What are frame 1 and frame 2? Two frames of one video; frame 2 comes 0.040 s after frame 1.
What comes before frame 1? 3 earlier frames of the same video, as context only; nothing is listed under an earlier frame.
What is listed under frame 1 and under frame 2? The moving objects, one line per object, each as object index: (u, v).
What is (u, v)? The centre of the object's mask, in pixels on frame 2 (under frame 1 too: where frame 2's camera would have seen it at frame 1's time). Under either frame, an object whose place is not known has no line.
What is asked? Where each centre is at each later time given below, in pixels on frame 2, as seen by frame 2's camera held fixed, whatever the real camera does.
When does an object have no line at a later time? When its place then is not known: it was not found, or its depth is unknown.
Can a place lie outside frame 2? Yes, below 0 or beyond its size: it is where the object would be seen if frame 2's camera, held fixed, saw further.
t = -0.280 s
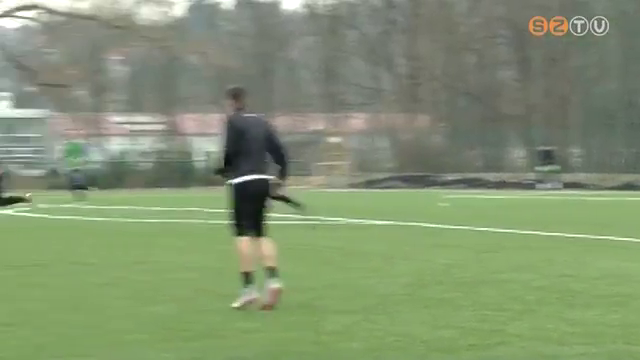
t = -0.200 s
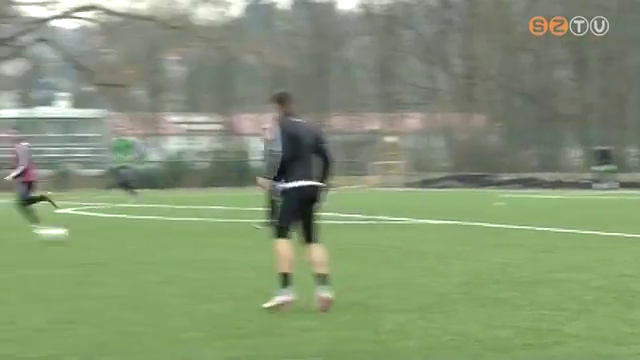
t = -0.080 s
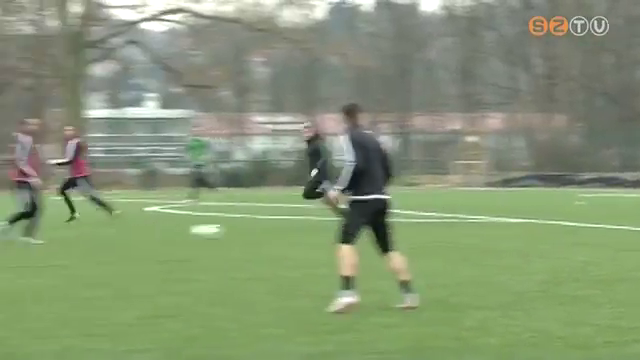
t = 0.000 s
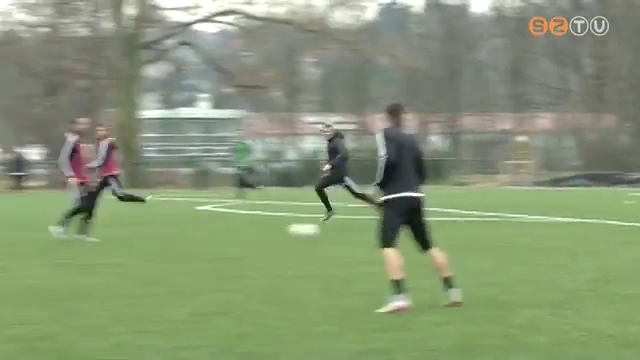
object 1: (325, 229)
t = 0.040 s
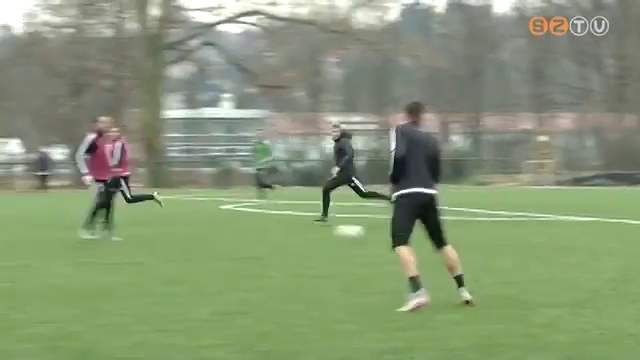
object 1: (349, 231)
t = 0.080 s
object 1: (369, 233)
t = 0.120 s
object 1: (396, 237)
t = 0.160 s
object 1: (423, 234)
